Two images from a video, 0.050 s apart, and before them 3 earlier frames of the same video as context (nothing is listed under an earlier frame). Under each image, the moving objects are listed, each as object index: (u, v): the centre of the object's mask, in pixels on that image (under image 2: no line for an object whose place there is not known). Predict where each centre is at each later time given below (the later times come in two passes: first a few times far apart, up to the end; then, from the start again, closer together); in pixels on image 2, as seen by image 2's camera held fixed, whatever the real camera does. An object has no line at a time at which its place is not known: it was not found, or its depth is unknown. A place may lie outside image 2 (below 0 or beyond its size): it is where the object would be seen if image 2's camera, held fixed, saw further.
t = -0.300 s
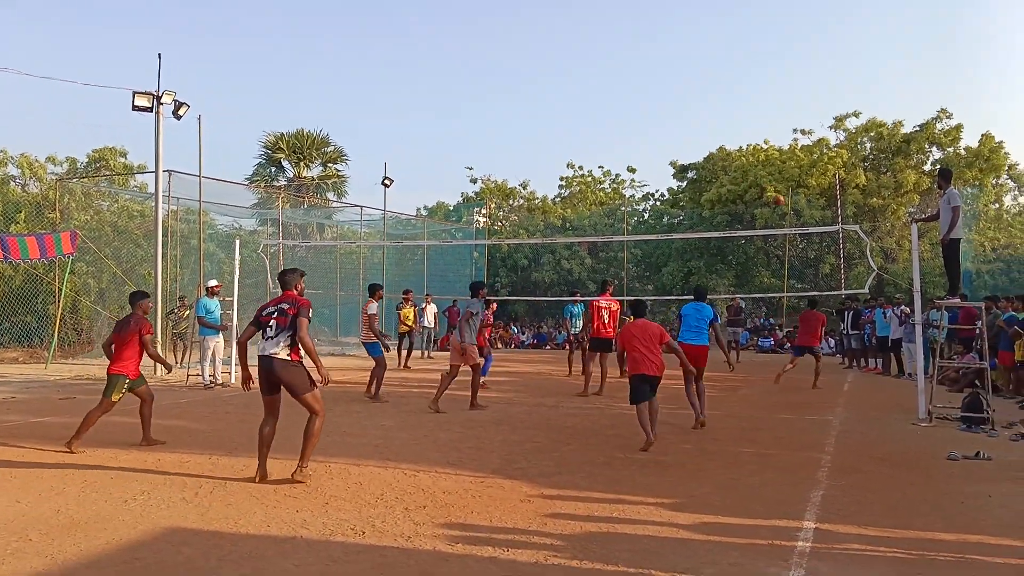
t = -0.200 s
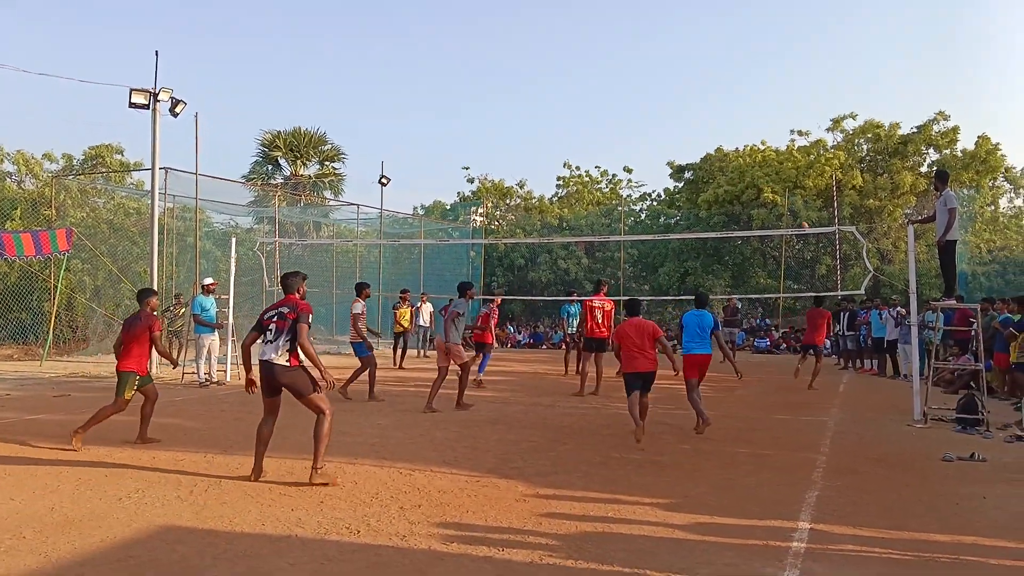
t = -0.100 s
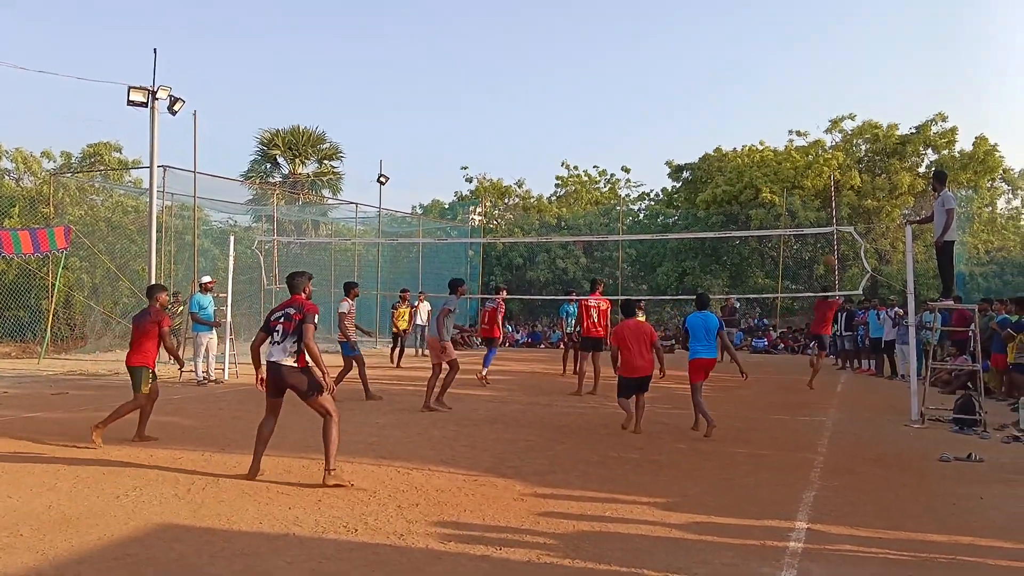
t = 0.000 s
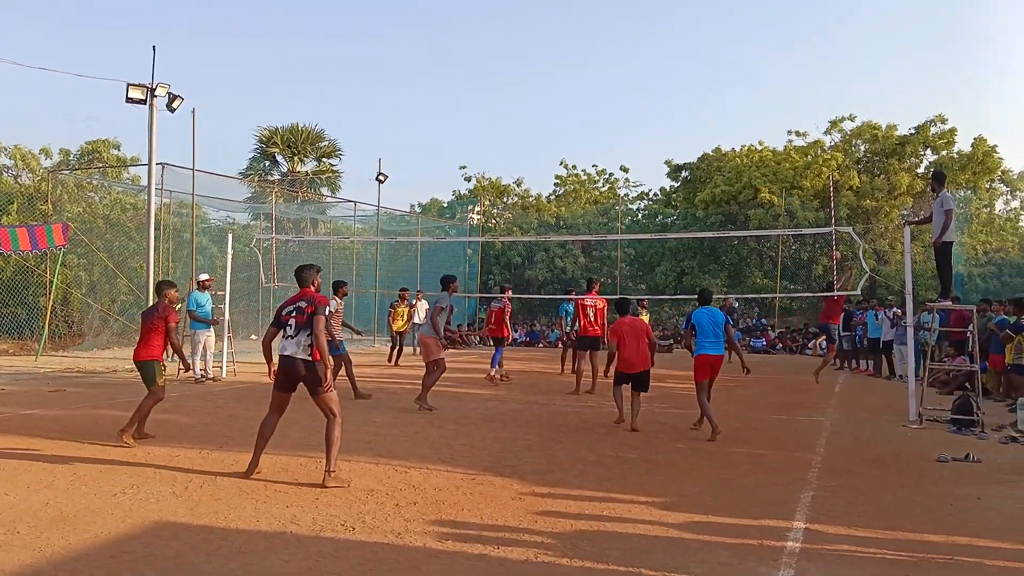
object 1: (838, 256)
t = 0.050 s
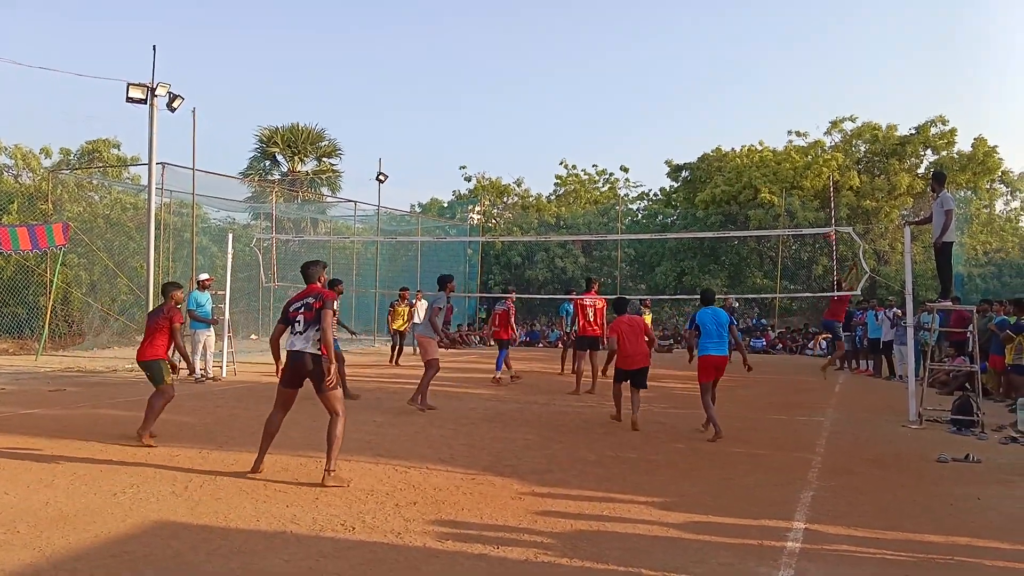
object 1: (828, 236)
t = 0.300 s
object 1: (790, 145)
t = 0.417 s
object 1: (770, 112)
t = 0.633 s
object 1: (727, 67)
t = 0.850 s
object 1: (677, 50)
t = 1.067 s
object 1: (618, 70)
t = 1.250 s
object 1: (561, 128)
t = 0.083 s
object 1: (824, 222)
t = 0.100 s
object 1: (822, 216)
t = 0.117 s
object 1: (820, 209)
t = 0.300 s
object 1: (790, 145)
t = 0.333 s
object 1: (784, 135)
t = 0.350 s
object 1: (781, 130)
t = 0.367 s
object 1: (779, 125)
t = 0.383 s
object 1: (776, 121)
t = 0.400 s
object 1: (773, 116)
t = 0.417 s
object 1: (770, 112)
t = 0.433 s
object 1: (767, 107)
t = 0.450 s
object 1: (764, 103)
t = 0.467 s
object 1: (761, 99)
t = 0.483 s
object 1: (757, 95)
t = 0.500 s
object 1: (754, 91)
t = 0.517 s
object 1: (751, 88)
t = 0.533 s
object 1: (748, 84)
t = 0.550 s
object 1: (744, 81)
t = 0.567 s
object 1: (741, 78)
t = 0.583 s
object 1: (738, 74)
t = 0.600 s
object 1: (734, 72)
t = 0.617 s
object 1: (731, 69)
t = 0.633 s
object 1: (727, 67)
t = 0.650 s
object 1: (723, 64)
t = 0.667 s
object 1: (720, 62)
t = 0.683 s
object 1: (716, 60)
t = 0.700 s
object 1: (713, 58)
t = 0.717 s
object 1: (709, 56)
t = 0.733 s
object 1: (705, 54)
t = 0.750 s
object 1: (701, 53)
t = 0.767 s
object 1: (697, 52)
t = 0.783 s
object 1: (693, 51)
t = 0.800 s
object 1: (689, 51)
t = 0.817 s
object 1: (685, 50)
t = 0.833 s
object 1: (681, 50)
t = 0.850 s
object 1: (677, 50)
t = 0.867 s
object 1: (673, 50)
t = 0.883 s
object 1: (669, 50)
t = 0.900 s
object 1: (664, 50)
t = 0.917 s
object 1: (660, 51)
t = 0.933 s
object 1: (656, 52)
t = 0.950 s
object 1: (651, 54)
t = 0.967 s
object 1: (646, 56)
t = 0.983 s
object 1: (642, 57)
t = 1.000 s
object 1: (637, 59)
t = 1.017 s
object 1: (633, 61)
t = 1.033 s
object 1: (628, 64)
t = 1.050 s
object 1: (623, 67)
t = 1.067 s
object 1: (618, 70)
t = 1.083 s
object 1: (613, 74)
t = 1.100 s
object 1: (609, 78)
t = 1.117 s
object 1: (604, 82)
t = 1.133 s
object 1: (599, 86)
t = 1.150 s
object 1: (593, 91)
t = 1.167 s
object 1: (588, 96)
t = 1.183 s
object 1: (583, 102)
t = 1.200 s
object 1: (578, 108)
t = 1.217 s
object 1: (572, 114)
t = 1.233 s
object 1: (567, 121)
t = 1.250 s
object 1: (561, 128)
